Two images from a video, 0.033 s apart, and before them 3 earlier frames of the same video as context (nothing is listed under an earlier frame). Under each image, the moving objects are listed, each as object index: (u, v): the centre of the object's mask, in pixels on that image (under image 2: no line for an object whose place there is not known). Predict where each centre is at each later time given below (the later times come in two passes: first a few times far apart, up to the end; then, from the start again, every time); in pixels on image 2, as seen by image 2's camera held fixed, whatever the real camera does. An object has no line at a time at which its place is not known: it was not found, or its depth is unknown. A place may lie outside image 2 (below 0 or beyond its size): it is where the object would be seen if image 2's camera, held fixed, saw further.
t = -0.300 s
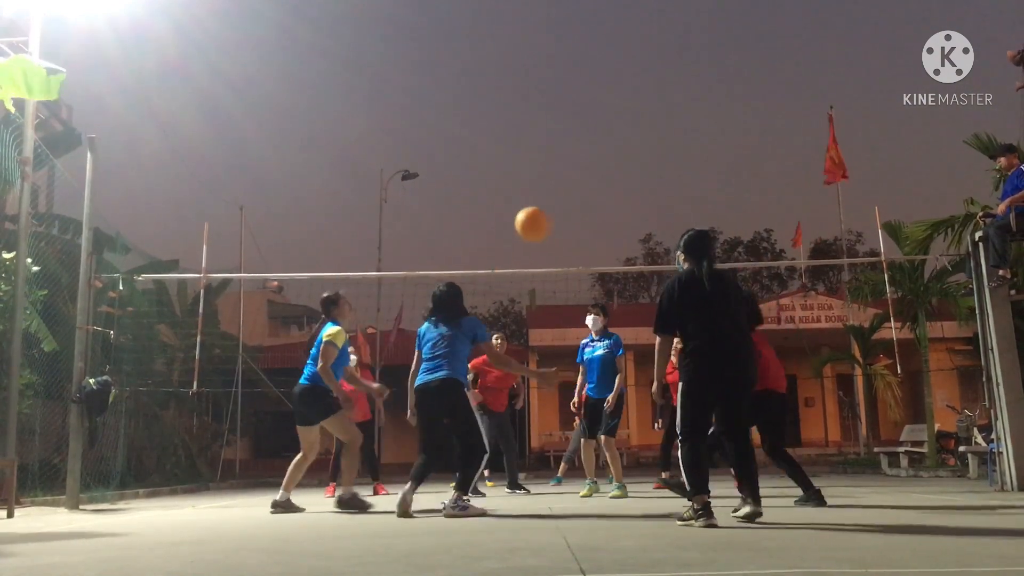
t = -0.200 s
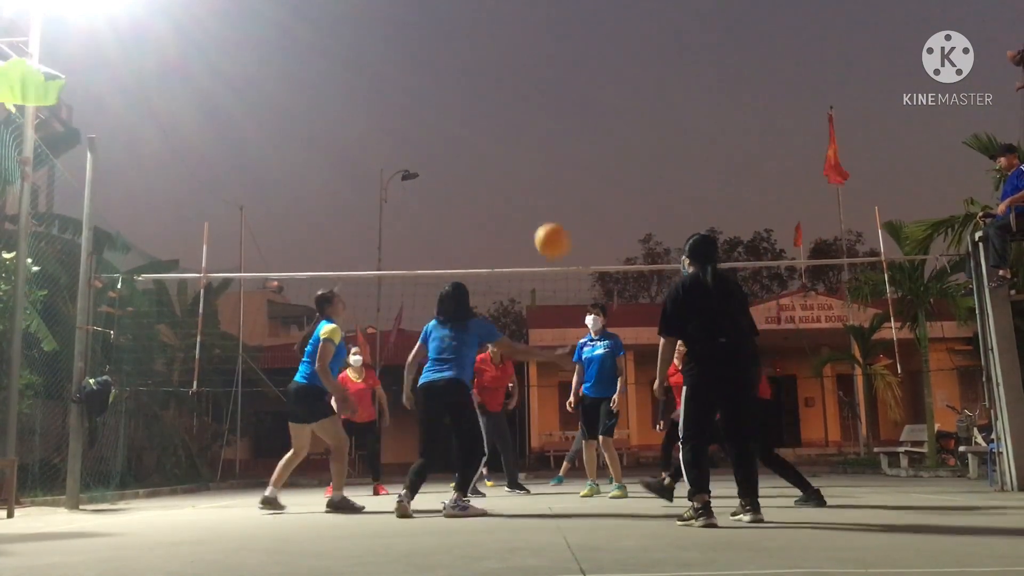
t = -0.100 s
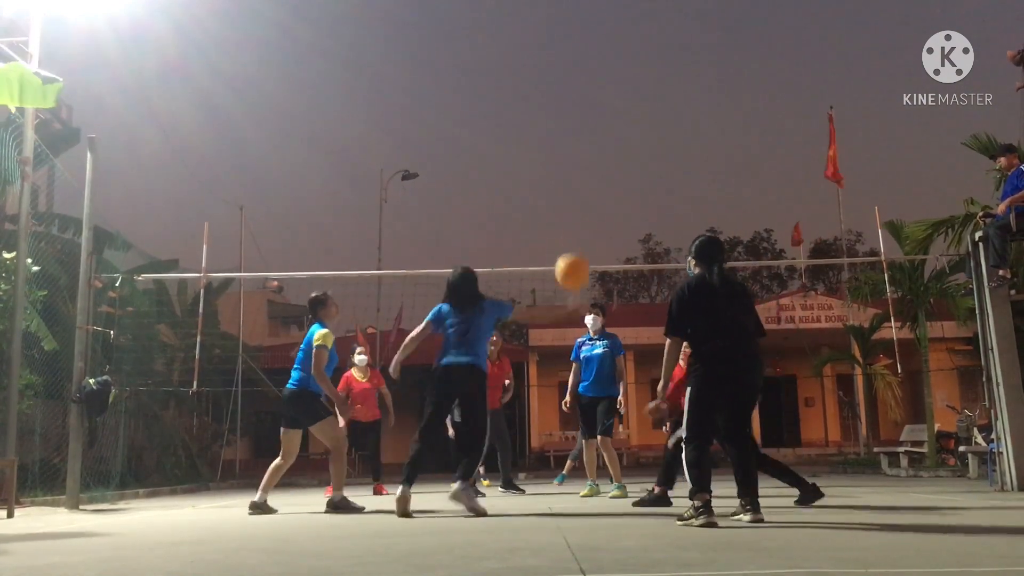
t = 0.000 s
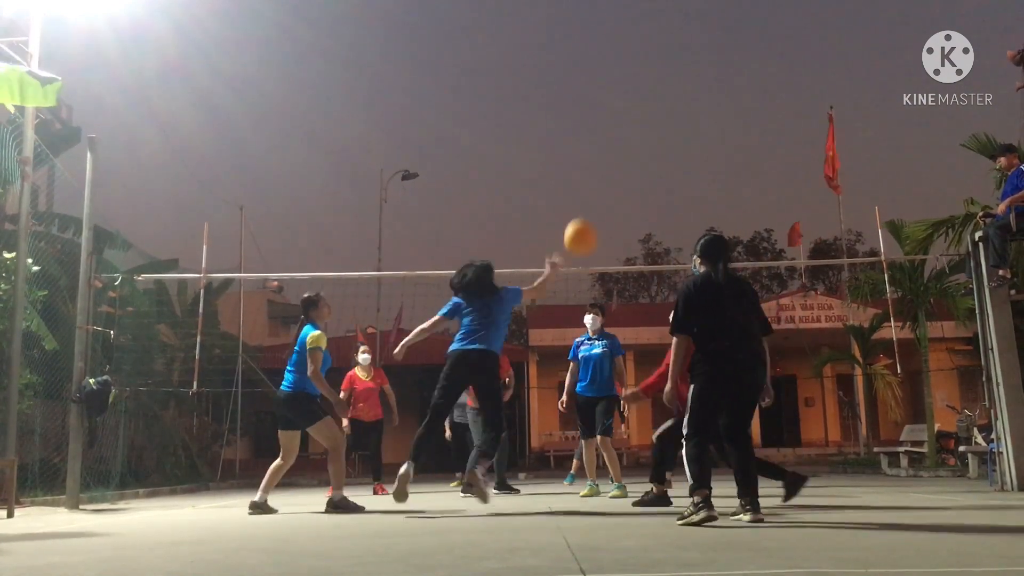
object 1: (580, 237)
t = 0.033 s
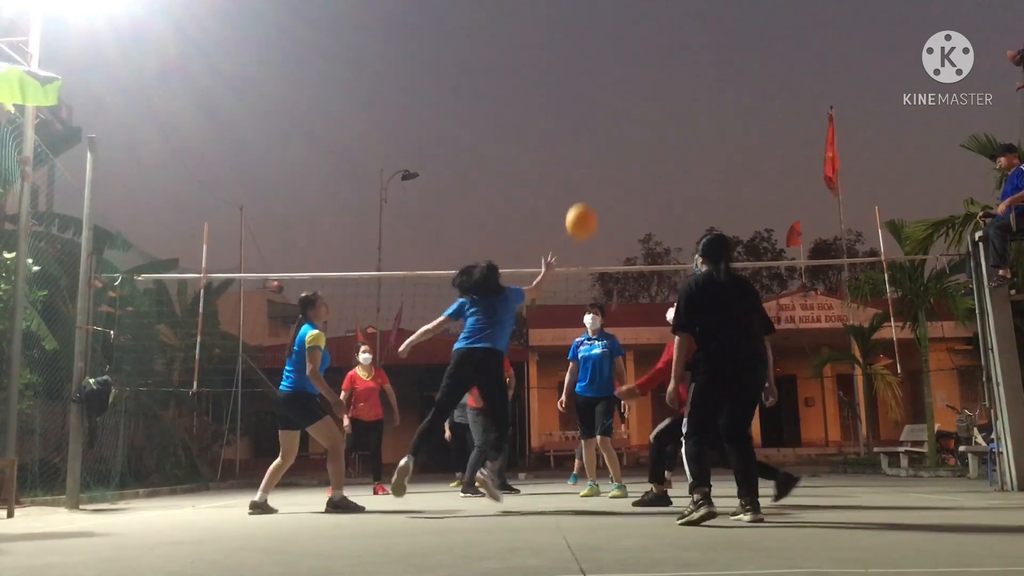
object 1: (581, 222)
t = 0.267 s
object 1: (585, 165)
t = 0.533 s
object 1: (584, 179)
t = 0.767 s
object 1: (582, 237)
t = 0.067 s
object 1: (582, 207)
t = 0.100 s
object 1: (583, 196)
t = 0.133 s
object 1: (583, 187)
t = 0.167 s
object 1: (584, 179)
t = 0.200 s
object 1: (584, 173)
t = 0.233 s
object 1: (584, 168)
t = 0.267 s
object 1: (585, 165)
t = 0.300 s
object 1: (585, 163)
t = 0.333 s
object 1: (585, 162)
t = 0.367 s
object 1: (585, 162)
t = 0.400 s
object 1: (585, 164)
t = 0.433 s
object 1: (585, 166)
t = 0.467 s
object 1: (585, 169)
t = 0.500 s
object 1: (584, 174)
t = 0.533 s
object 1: (584, 179)
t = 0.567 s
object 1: (584, 184)
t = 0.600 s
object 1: (584, 191)
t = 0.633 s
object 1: (583, 199)
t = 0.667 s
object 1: (583, 207)
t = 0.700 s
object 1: (583, 216)
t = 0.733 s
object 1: (583, 227)
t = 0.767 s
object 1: (582, 237)
